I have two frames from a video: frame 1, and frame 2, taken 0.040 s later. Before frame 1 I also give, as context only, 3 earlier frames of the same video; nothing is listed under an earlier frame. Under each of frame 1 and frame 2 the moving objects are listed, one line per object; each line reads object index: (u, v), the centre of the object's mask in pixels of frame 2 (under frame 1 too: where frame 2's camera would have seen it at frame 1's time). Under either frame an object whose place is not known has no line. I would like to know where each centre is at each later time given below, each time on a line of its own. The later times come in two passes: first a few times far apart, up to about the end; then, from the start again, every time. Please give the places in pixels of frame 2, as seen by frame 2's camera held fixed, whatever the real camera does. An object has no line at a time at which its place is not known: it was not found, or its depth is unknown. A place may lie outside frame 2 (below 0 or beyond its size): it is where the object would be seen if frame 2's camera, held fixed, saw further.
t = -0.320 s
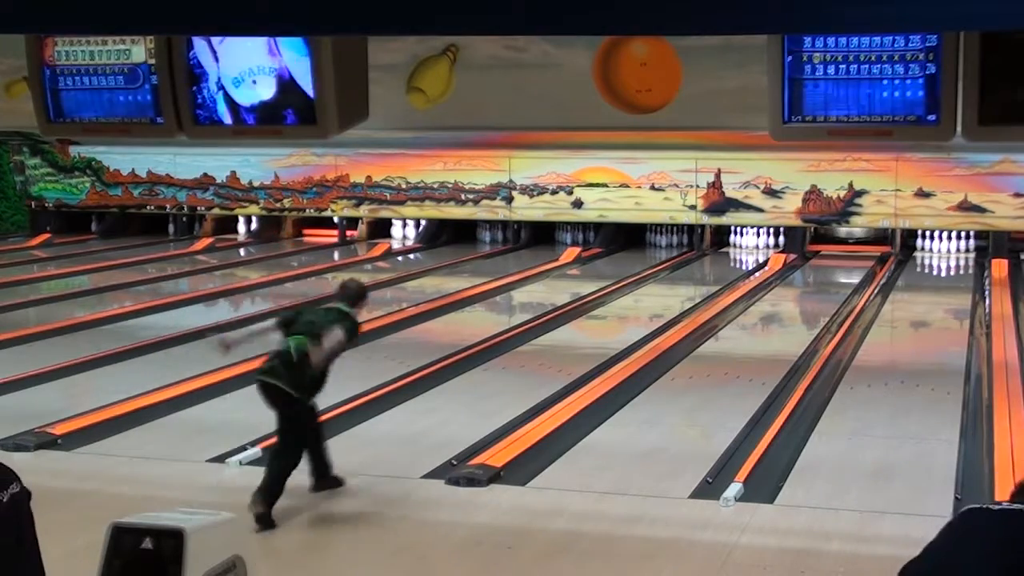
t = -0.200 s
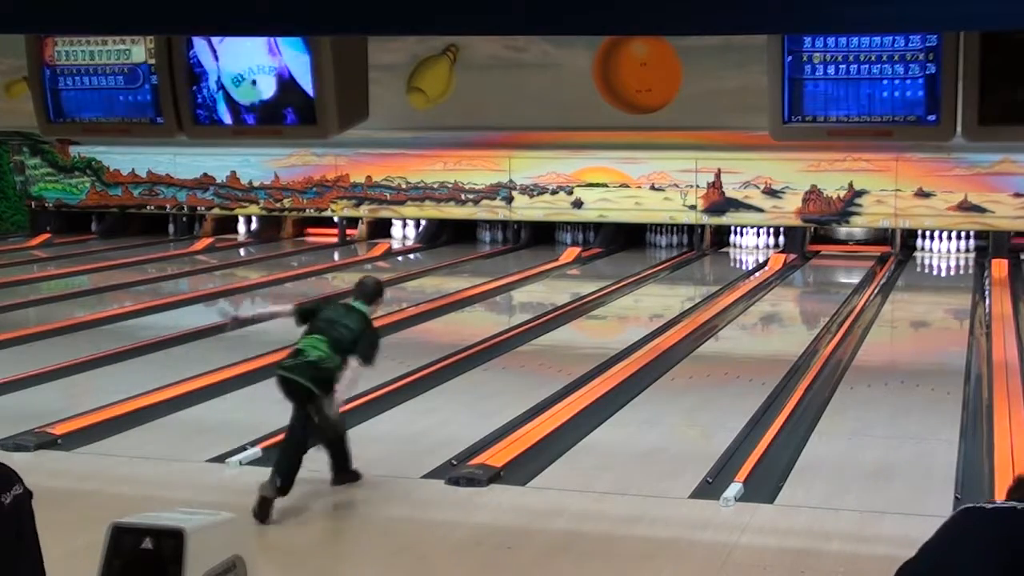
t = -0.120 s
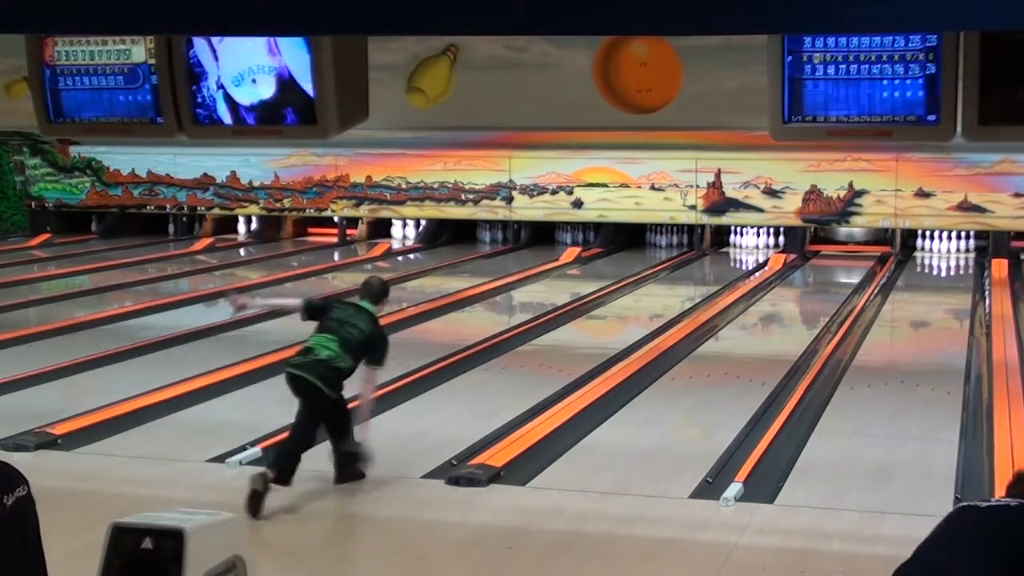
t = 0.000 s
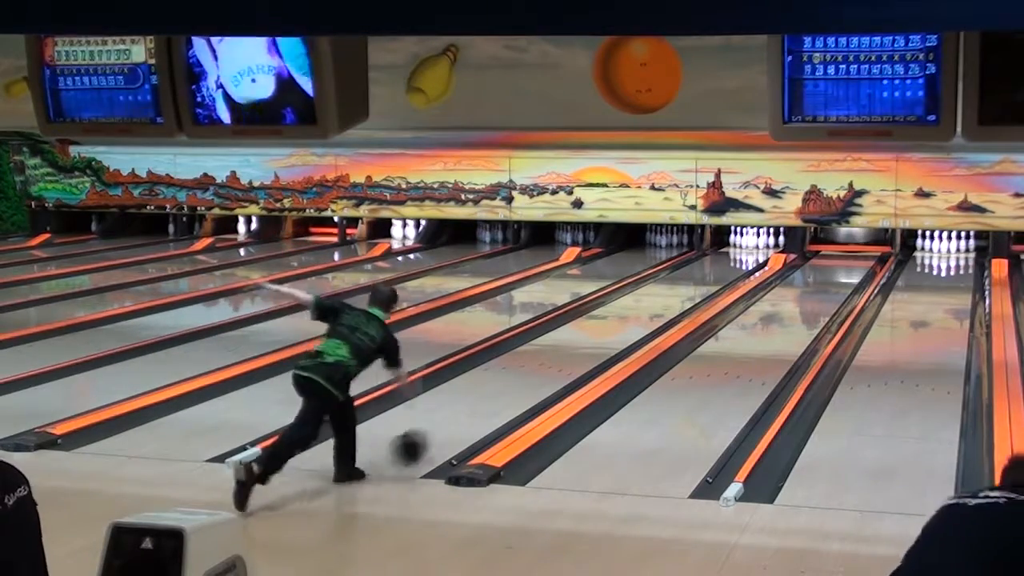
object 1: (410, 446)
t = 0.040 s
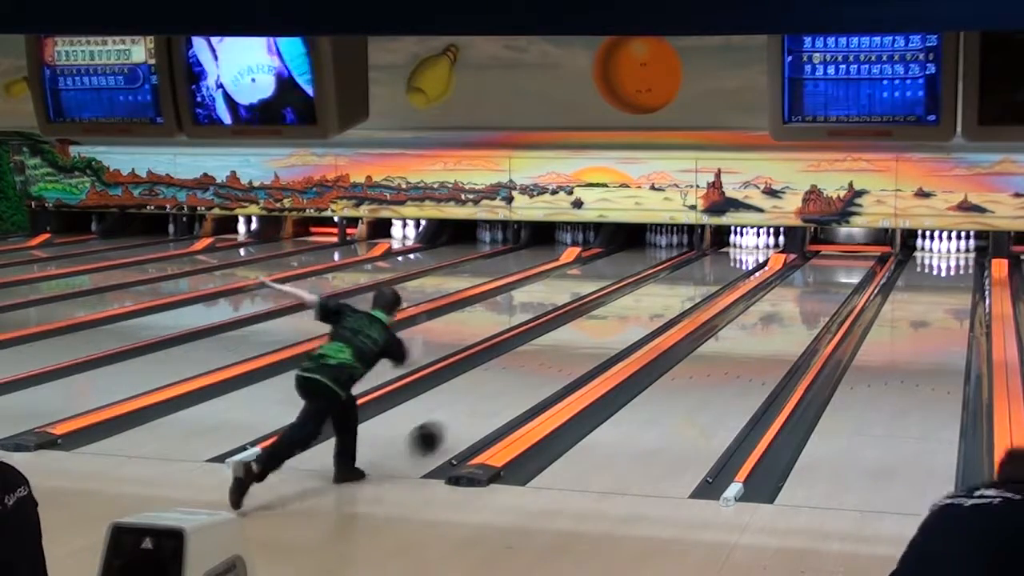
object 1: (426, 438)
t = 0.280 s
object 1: (510, 391)
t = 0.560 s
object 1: (581, 353)
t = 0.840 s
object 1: (632, 324)
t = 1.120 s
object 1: (671, 302)
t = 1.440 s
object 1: (705, 281)
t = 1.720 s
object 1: (727, 268)
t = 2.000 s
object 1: (742, 256)
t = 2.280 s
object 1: (752, 248)
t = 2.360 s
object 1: (754, 246)
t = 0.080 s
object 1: (443, 429)
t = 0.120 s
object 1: (458, 421)
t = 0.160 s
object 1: (472, 413)
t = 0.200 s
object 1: (486, 405)
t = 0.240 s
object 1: (498, 399)
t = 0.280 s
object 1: (510, 391)
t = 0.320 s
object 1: (522, 385)
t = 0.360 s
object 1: (533, 379)
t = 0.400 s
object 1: (544, 373)
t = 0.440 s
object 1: (553, 368)
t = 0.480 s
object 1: (563, 363)
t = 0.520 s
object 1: (572, 358)
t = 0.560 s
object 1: (581, 353)
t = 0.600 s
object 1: (590, 348)
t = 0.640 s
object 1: (598, 343)
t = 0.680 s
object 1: (605, 339)
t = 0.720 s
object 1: (613, 335)
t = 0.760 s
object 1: (620, 331)
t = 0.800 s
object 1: (626, 327)
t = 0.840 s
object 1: (632, 324)
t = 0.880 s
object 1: (639, 320)
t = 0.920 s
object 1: (645, 317)
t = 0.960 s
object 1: (651, 314)
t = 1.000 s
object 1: (656, 310)
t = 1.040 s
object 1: (661, 308)
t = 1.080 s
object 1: (667, 304)
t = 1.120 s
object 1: (671, 302)
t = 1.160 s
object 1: (676, 299)
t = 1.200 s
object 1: (681, 296)
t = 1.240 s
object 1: (686, 293)
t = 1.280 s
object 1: (690, 291)
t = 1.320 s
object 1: (693, 288)
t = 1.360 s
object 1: (698, 286)
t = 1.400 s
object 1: (701, 283)
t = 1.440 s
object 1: (705, 281)
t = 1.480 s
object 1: (709, 279)
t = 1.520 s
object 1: (712, 278)
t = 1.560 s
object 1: (715, 275)
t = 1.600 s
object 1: (718, 273)
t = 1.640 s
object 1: (721, 271)
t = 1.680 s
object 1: (724, 269)
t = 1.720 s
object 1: (727, 268)
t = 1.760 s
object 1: (729, 266)
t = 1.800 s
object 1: (731, 264)
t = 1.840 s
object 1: (734, 263)
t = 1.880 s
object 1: (736, 261)
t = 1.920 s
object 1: (738, 260)
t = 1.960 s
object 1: (740, 258)
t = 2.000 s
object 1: (742, 256)
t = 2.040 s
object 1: (744, 255)
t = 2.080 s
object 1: (746, 254)
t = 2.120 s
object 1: (747, 252)
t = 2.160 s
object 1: (749, 251)
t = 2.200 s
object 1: (750, 250)
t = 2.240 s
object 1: (751, 249)
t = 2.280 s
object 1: (752, 248)
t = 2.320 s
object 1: (753, 247)
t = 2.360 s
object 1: (754, 246)
